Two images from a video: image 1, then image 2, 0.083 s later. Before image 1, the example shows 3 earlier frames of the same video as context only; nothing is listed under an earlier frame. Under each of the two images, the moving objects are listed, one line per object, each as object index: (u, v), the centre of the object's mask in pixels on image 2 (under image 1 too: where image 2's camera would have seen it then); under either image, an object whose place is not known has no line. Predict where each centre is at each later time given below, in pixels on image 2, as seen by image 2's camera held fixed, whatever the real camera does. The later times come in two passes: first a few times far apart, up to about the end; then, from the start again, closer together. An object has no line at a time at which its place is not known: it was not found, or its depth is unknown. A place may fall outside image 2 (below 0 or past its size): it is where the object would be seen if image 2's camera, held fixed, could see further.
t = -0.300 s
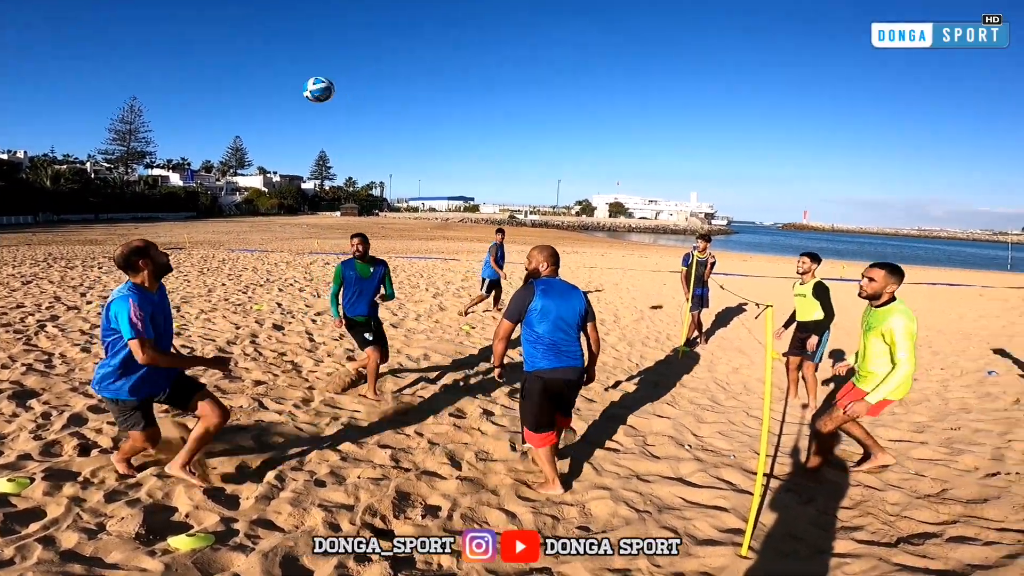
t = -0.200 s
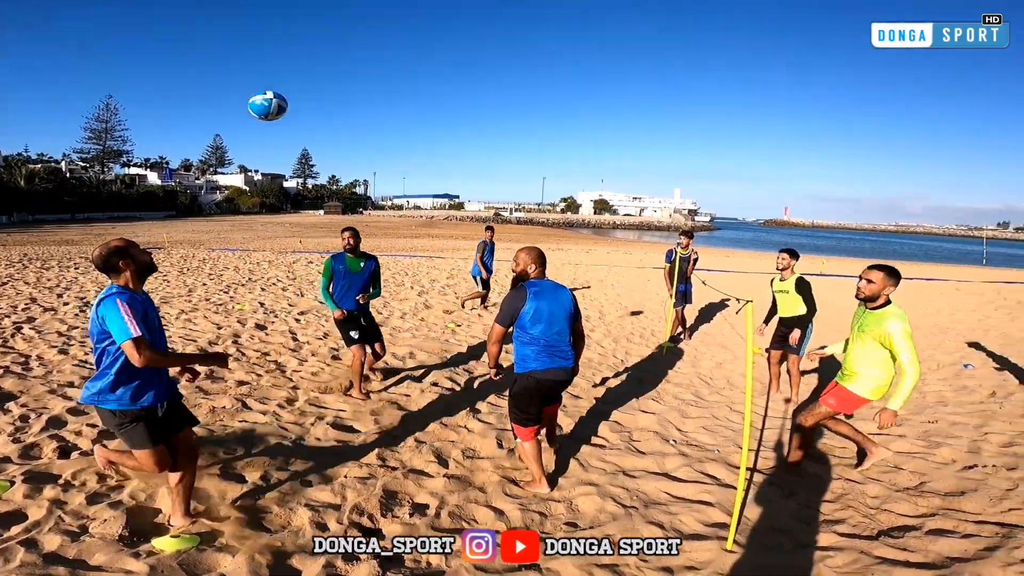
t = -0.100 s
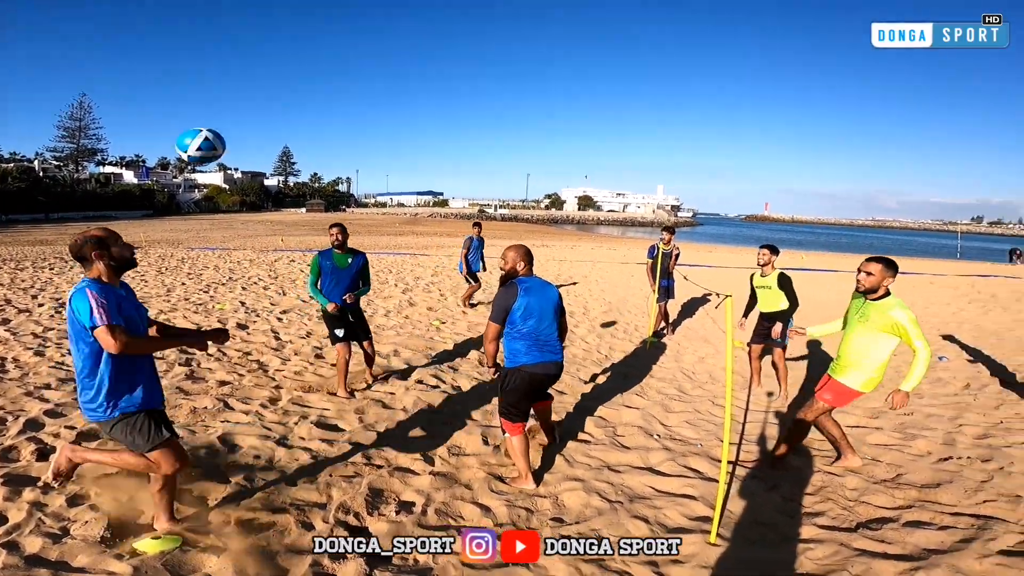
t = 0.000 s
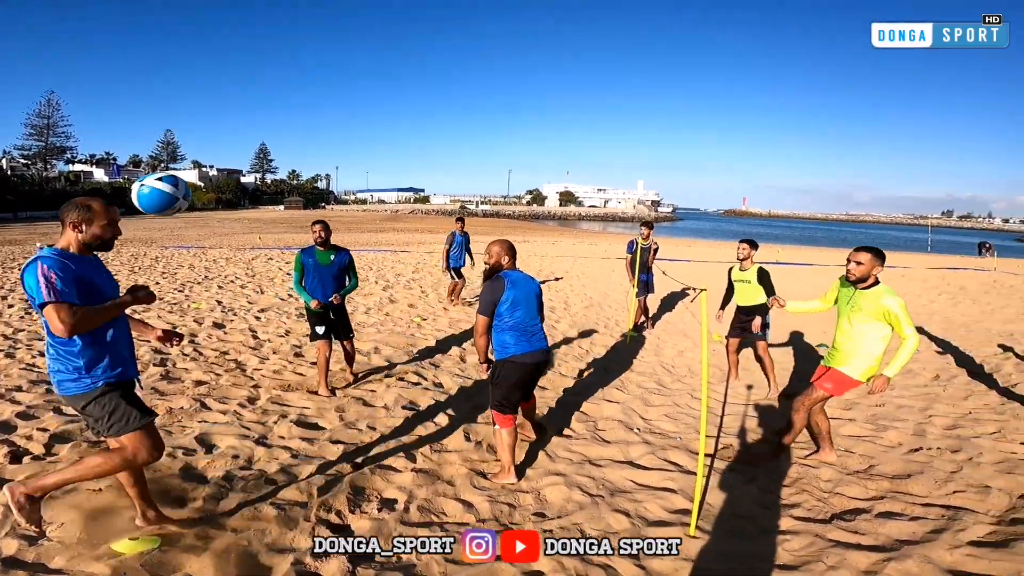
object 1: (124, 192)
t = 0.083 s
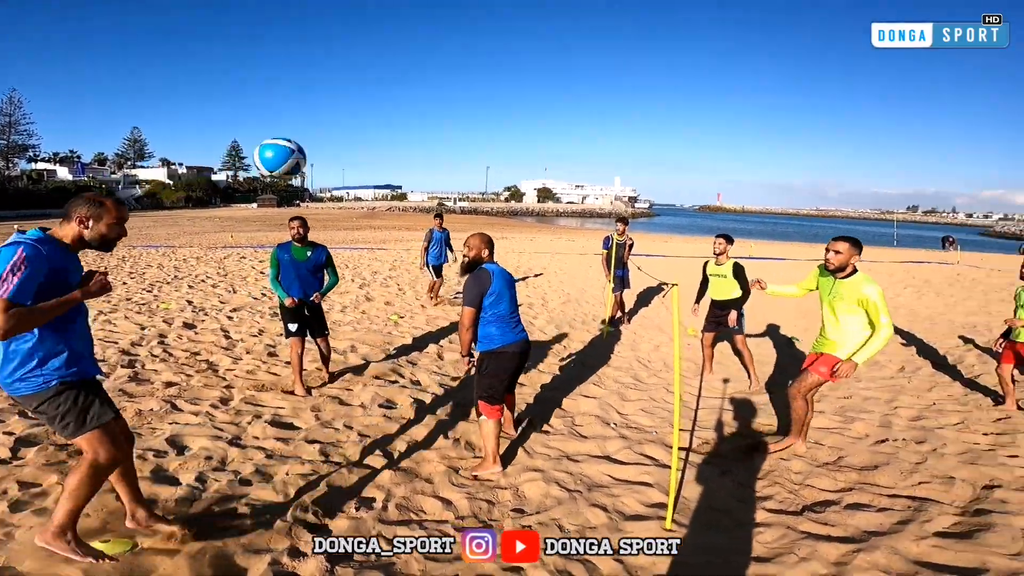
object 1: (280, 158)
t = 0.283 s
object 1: (553, 151)
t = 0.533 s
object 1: (757, 221)
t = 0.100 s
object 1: (307, 154)
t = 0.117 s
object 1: (335, 151)
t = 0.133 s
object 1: (360, 148)
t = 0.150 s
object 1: (385, 146)
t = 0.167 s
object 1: (409, 145)
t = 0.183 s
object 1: (432, 144)
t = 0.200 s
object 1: (454, 144)
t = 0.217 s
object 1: (476, 144)
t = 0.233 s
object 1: (496, 145)
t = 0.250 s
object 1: (515, 147)
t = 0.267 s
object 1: (534, 149)
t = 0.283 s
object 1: (553, 151)
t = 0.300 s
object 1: (570, 154)
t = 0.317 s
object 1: (587, 157)
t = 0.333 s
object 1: (603, 160)
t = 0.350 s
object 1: (619, 164)
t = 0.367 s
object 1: (635, 168)
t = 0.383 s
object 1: (649, 172)
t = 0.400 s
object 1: (663, 177)
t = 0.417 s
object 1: (677, 182)
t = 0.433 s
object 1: (690, 186)
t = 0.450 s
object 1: (702, 192)
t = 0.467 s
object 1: (715, 197)
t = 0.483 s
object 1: (726, 203)
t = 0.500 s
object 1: (737, 209)
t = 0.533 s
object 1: (757, 221)
